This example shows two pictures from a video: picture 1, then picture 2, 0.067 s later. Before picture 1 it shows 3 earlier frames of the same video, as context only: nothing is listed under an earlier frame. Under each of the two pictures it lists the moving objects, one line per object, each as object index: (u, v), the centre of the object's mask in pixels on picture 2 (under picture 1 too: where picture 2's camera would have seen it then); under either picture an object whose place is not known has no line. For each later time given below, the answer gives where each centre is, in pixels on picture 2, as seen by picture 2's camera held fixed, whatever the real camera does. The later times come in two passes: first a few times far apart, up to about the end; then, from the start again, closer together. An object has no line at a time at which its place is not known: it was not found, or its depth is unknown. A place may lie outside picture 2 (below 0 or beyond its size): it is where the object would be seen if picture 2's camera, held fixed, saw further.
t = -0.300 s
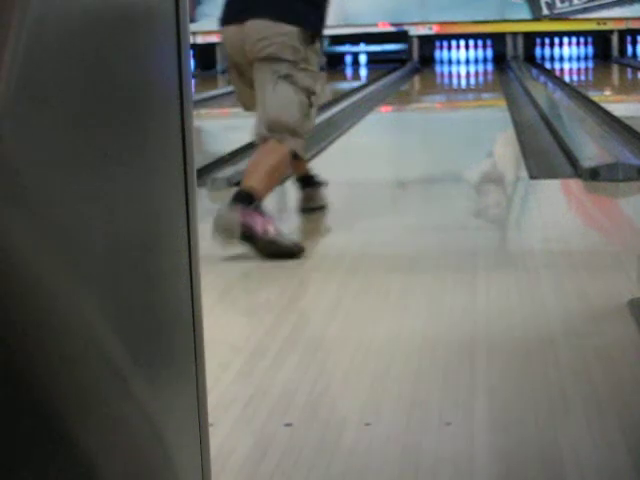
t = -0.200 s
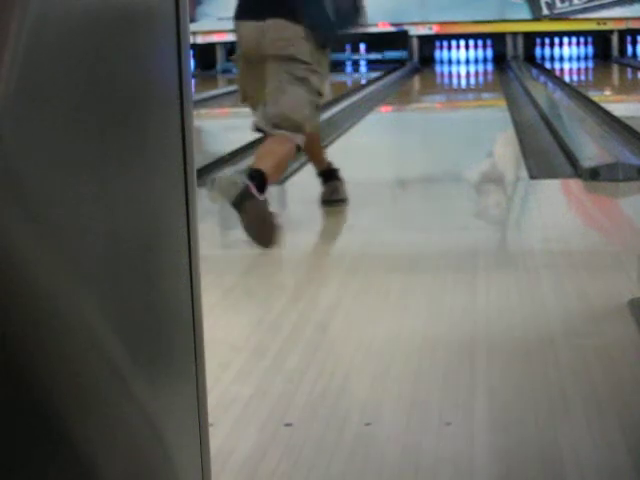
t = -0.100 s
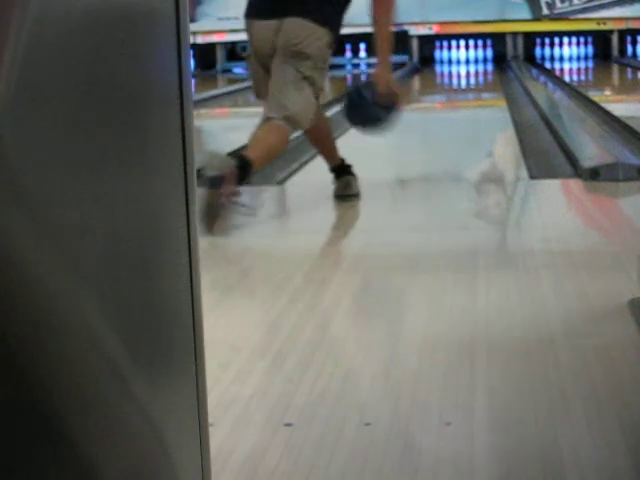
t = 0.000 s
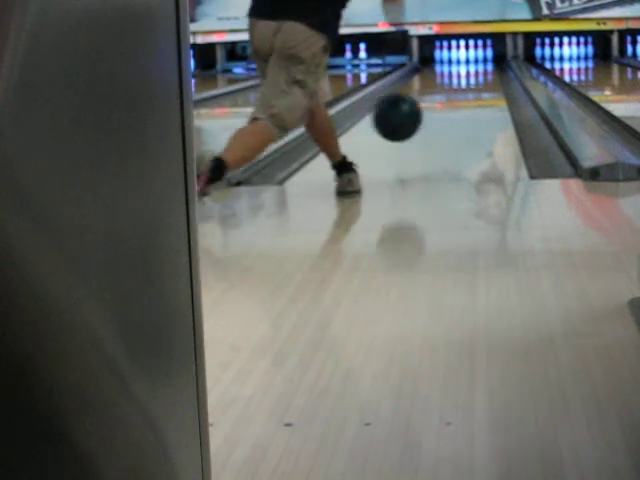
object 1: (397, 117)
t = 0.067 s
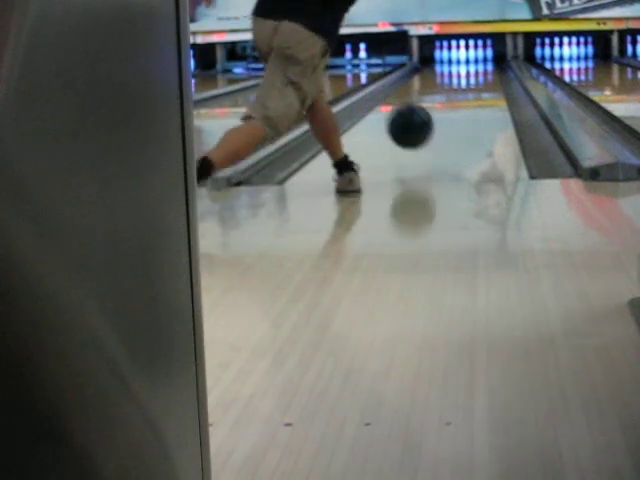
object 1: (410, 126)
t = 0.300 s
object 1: (441, 118)
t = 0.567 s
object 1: (463, 99)
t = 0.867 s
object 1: (477, 85)
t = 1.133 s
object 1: (485, 77)
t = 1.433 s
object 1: (489, 69)
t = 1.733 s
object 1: (489, 65)
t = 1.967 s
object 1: (483, 62)
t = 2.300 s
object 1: (473, 59)
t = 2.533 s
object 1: (470, 60)
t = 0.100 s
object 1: (415, 133)
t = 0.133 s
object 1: (421, 135)
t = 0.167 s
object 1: (426, 128)
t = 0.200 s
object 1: (430, 123)
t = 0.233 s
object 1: (434, 121)
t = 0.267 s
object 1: (438, 121)
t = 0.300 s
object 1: (441, 118)
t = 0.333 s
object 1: (444, 115)
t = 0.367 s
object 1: (447, 113)
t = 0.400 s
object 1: (450, 110)
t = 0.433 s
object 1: (453, 108)
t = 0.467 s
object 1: (456, 106)
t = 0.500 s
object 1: (458, 103)
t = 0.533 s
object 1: (460, 101)
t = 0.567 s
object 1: (463, 99)
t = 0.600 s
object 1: (465, 97)
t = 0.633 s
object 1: (467, 95)
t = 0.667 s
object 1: (468, 93)
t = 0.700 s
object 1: (470, 92)
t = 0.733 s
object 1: (472, 90)
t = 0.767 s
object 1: (473, 89)
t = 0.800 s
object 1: (475, 87)
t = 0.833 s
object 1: (476, 86)
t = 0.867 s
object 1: (477, 85)
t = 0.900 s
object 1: (478, 84)
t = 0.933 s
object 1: (479, 83)
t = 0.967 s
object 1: (481, 82)
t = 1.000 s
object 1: (482, 80)
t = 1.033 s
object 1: (483, 79)
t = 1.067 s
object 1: (484, 78)
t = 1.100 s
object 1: (484, 78)
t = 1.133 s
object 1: (485, 77)
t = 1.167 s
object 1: (486, 76)
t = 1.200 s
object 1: (486, 75)
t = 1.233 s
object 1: (486, 74)
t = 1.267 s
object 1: (486, 74)
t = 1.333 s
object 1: (488, 72)
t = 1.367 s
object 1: (489, 71)
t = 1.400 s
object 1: (489, 70)
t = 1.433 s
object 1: (489, 69)
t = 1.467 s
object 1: (489, 69)
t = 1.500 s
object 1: (489, 69)
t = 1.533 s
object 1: (489, 69)
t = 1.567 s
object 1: (489, 68)
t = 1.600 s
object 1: (489, 68)
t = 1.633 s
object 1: (489, 67)
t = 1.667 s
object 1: (489, 66)
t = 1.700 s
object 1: (489, 65)
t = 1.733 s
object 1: (489, 65)
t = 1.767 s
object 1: (489, 65)
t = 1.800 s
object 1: (489, 65)
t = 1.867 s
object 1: (486, 63)
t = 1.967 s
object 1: (483, 62)
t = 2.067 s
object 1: (481, 61)
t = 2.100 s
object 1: (480, 60)
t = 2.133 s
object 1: (480, 60)
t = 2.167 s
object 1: (479, 60)
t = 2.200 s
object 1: (479, 60)
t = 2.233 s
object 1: (477, 59)
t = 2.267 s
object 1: (475, 59)
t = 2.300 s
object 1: (473, 59)
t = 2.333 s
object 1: (472, 59)
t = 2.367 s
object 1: (471, 58)
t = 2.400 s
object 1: (471, 59)
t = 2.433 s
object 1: (471, 58)
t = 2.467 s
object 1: (470, 58)
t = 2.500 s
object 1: (470, 58)
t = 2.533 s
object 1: (470, 60)
